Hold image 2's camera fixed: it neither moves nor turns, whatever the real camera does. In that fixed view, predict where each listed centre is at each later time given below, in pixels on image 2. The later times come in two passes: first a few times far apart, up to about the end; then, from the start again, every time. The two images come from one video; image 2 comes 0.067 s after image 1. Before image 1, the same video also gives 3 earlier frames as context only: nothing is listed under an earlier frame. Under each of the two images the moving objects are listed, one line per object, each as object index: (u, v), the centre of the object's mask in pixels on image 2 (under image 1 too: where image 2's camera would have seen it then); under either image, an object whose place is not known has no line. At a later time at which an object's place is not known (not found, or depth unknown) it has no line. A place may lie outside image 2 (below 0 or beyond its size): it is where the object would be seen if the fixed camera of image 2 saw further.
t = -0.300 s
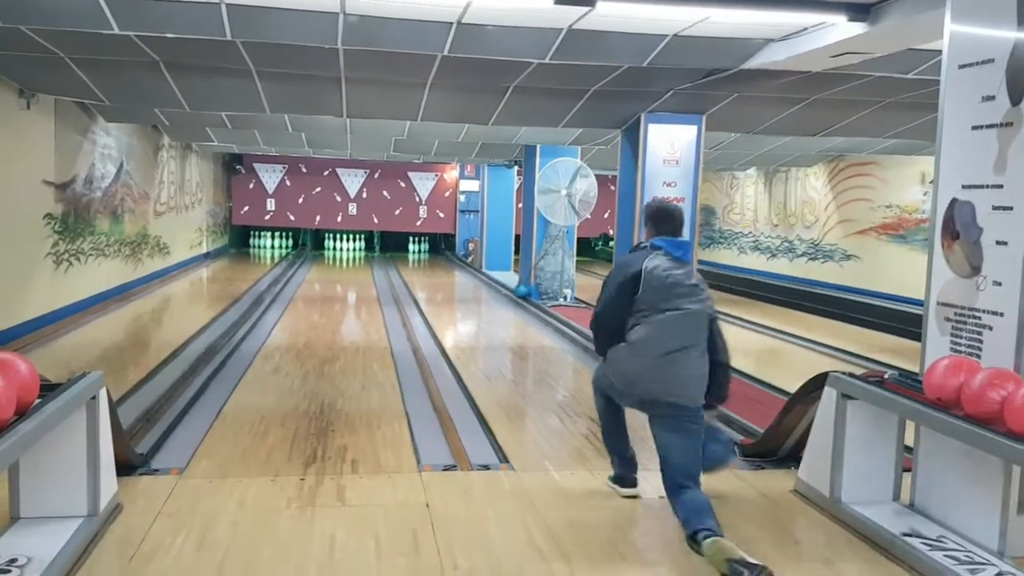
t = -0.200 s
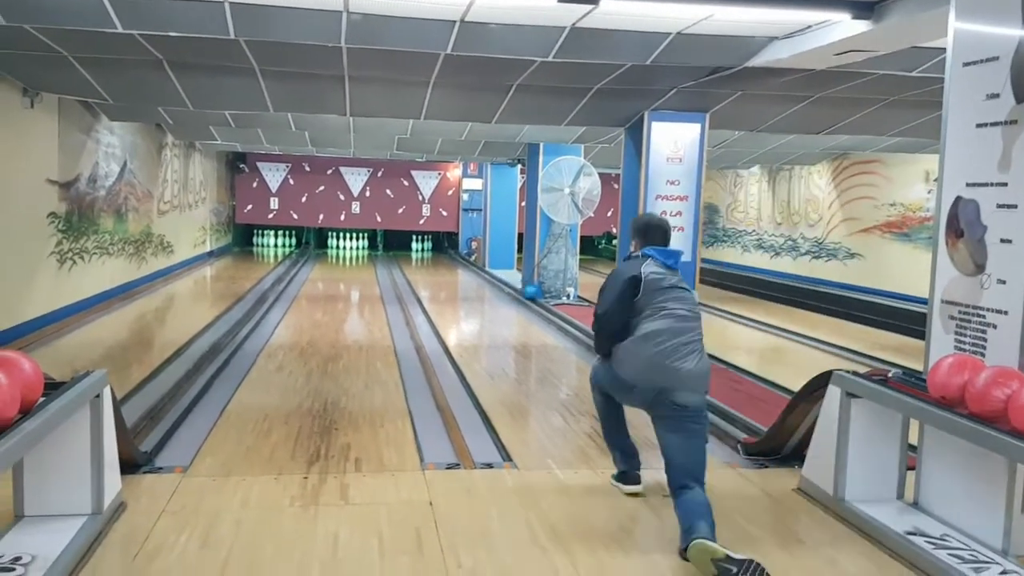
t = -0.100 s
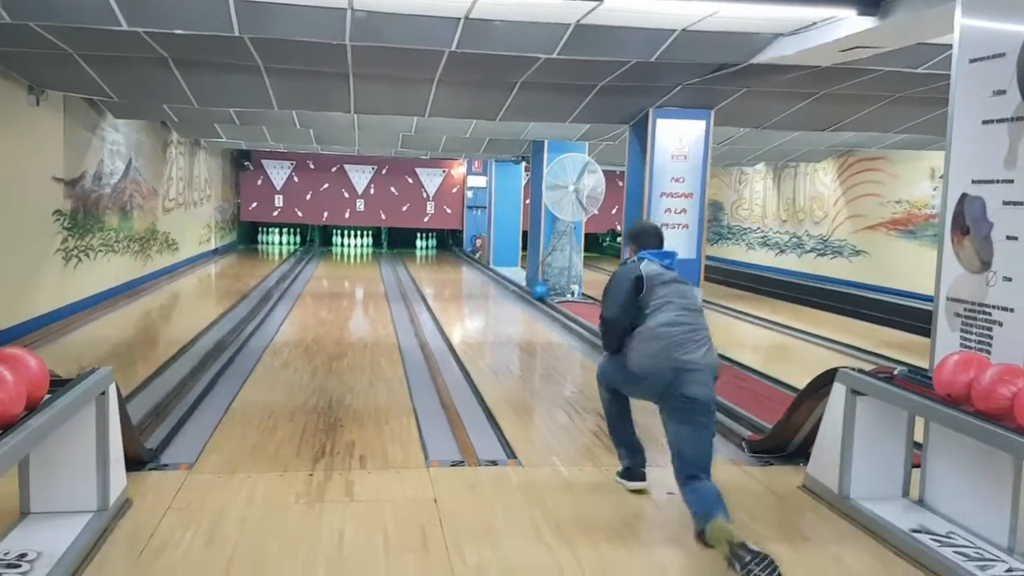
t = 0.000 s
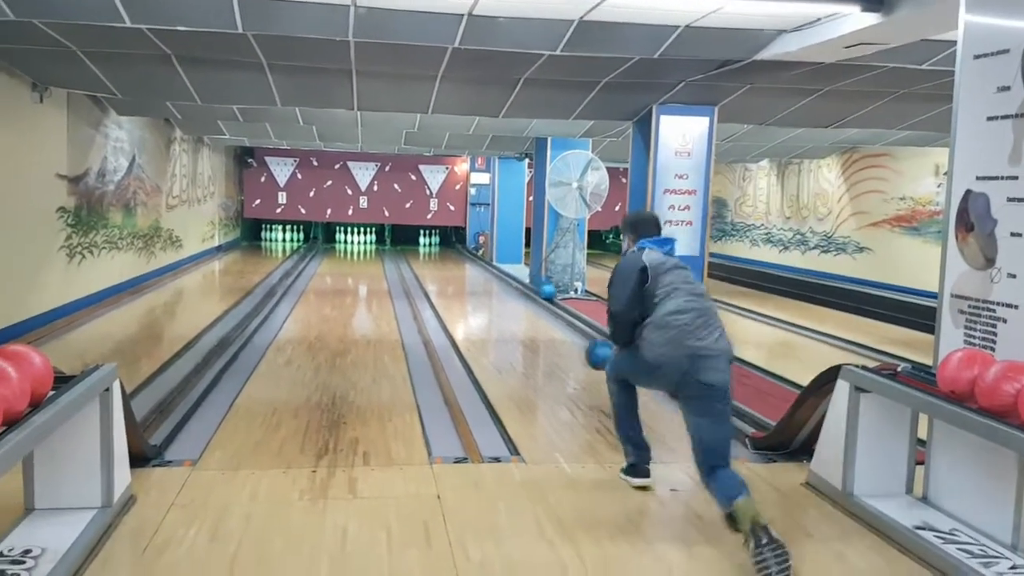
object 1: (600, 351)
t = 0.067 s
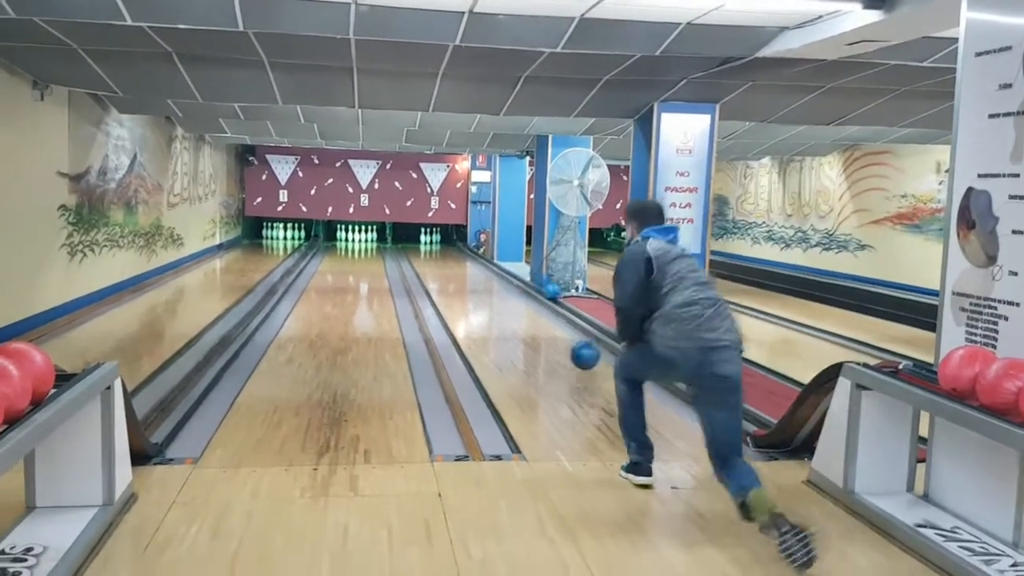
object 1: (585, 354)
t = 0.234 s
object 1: (554, 332)
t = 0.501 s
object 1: (519, 307)
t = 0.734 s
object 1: (498, 290)
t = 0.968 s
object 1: (483, 278)
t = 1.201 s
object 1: (470, 269)
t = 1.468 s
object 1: (458, 260)
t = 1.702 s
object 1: (451, 255)
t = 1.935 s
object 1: (444, 251)
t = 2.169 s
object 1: (438, 246)
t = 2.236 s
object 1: (437, 245)
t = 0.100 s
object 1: (578, 351)
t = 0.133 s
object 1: (571, 346)
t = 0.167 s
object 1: (565, 340)
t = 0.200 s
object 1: (559, 336)
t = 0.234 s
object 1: (554, 332)
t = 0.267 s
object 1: (548, 328)
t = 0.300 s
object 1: (544, 325)
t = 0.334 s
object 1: (539, 321)
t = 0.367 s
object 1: (535, 318)
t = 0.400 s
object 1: (531, 315)
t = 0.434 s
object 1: (527, 312)
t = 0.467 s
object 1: (522, 309)
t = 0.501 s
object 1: (519, 307)
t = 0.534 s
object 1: (516, 304)
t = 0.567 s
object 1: (513, 301)
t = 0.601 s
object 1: (509, 299)
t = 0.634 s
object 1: (506, 297)
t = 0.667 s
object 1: (504, 294)
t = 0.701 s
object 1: (501, 292)
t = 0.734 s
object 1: (498, 290)
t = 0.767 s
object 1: (496, 288)
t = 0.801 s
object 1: (493, 286)
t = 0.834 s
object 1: (491, 285)
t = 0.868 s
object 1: (489, 283)
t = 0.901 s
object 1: (487, 281)
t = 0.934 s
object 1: (485, 280)
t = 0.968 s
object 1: (483, 278)
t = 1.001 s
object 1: (481, 277)
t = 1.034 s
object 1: (479, 276)
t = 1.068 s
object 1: (477, 274)
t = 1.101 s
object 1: (475, 273)
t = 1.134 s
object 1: (473, 271)
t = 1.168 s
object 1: (472, 270)
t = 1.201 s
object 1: (470, 269)
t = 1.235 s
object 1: (469, 268)
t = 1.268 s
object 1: (467, 267)
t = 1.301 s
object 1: (466, 266)
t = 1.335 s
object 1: (464, 265)
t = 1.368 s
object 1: (462, 264)
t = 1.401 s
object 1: (461, 263)
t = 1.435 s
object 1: (460, 261)
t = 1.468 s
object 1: (458, 260)
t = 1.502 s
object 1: (457, 260)
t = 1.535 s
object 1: (457, 259)
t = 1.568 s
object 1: (454, 258)
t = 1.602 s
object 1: (453, 258)
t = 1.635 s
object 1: (452, 257)
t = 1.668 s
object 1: (451, 256)
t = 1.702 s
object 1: (451, 255)
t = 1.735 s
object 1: (449, 254)
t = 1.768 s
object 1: (449, 254)
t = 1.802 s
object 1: (447, 254)
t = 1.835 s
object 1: (446, 253)
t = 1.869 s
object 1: (446, 252)
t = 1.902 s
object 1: (444, 252)
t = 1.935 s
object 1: (444, 251)
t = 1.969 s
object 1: (443, 250)
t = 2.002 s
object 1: (441, 249)
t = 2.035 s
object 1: (441, 249)
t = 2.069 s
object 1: (440, 248)
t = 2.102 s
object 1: (439, 247)
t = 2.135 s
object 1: (438, 247)
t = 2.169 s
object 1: (438, 246)
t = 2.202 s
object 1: (438, 246)
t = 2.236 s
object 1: (437, 245)
